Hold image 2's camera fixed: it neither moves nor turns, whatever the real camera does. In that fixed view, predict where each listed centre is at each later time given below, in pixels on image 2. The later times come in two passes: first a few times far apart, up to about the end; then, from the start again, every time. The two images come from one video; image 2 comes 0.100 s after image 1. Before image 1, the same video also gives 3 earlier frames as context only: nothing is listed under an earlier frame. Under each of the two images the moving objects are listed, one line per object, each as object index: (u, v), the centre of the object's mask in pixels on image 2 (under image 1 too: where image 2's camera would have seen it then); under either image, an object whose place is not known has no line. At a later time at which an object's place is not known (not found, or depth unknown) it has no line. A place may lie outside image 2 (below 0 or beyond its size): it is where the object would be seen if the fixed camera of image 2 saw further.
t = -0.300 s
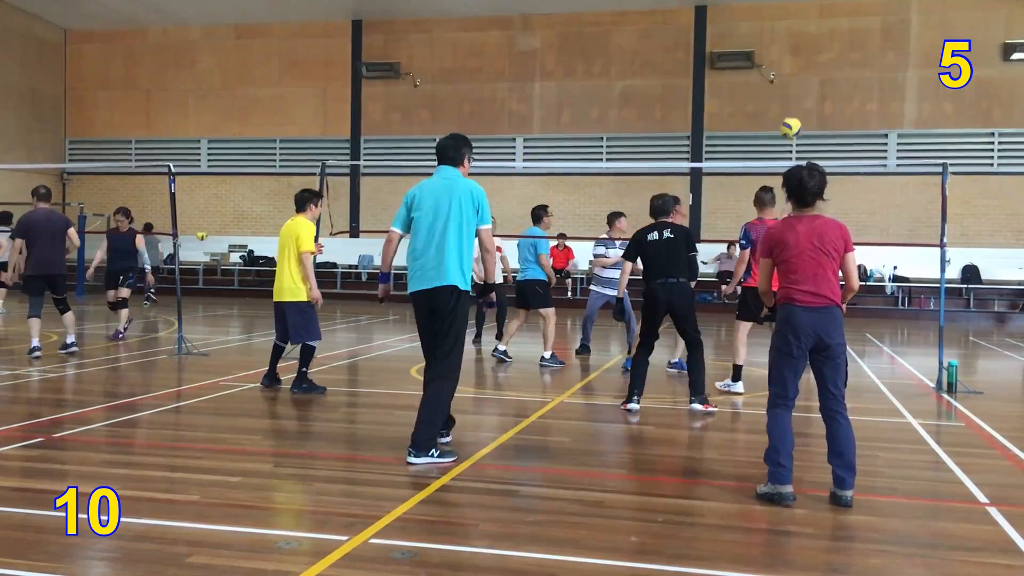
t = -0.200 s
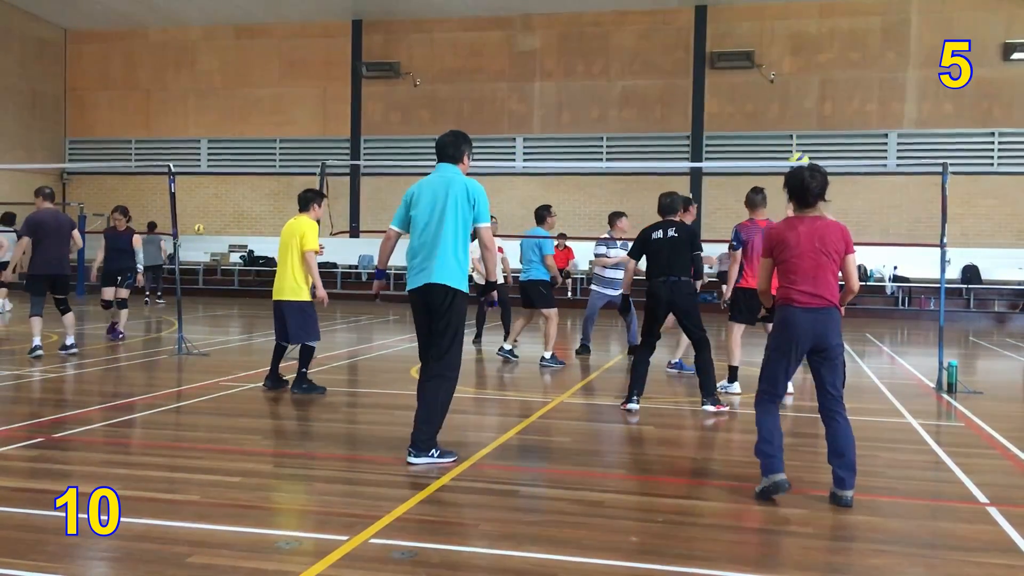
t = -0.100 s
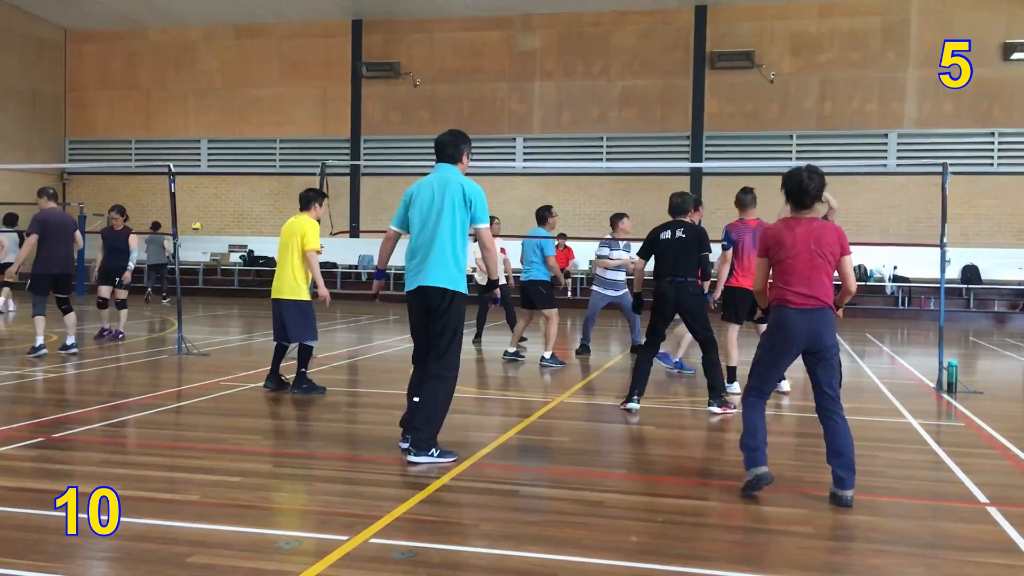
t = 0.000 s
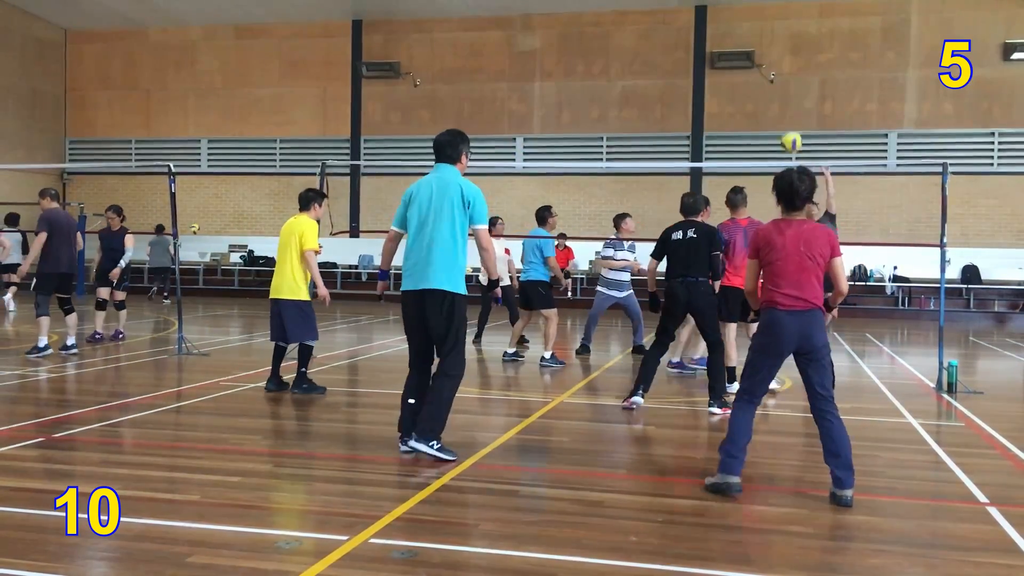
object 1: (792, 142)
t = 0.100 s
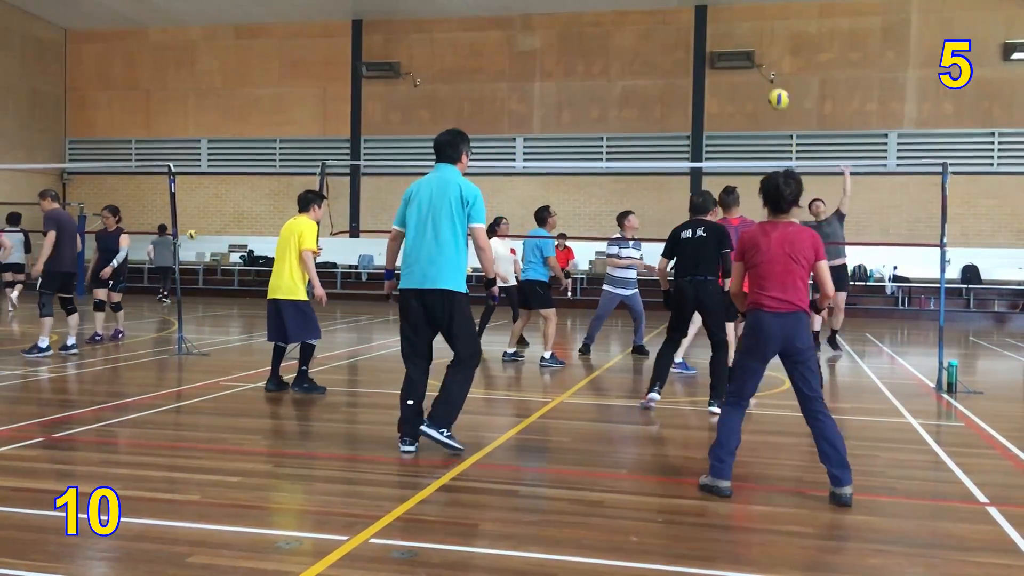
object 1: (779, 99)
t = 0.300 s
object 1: (751, 38)
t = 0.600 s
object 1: (708, 8)
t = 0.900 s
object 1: (665, 51)
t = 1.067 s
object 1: (642, 106)
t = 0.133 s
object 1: (775, 87)
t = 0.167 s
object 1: (770, 75)
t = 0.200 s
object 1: (766, 64)
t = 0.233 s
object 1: (761, 54)
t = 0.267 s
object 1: (756, 45)
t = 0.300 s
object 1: (751, 38)
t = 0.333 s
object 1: (747, 30)
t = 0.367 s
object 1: (742, 24)
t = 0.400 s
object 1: (737, 19)
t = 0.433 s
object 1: (732, 15)
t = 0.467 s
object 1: (728, 12)
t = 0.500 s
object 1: (723, 10)
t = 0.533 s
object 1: (719, 8)
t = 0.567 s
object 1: (713, 8)
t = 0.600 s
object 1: (708, 8)
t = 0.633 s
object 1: (703, 9)
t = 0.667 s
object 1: (699, 11)
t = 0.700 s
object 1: (694, 14)
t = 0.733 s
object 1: (689, 18)
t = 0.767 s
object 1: (684, 23)
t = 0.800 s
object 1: (680, 29)
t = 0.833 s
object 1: (675, 36)
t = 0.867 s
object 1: (669, 43)
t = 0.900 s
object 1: (665, 51)
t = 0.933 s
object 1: (660, 60)
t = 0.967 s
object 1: (655, 70)
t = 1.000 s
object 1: (650, 82)
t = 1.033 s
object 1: (646, 94)
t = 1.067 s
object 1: (642, 106)
